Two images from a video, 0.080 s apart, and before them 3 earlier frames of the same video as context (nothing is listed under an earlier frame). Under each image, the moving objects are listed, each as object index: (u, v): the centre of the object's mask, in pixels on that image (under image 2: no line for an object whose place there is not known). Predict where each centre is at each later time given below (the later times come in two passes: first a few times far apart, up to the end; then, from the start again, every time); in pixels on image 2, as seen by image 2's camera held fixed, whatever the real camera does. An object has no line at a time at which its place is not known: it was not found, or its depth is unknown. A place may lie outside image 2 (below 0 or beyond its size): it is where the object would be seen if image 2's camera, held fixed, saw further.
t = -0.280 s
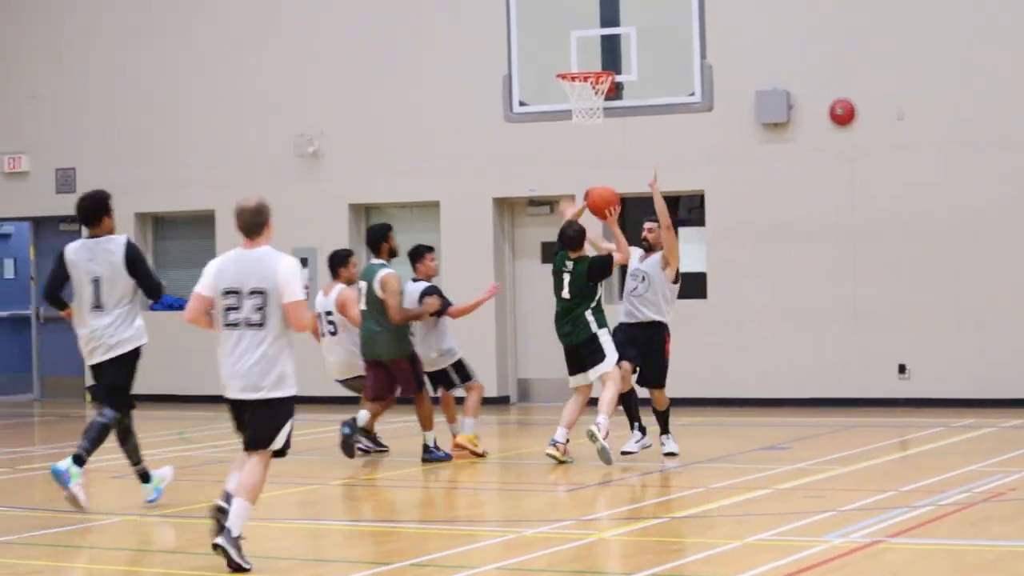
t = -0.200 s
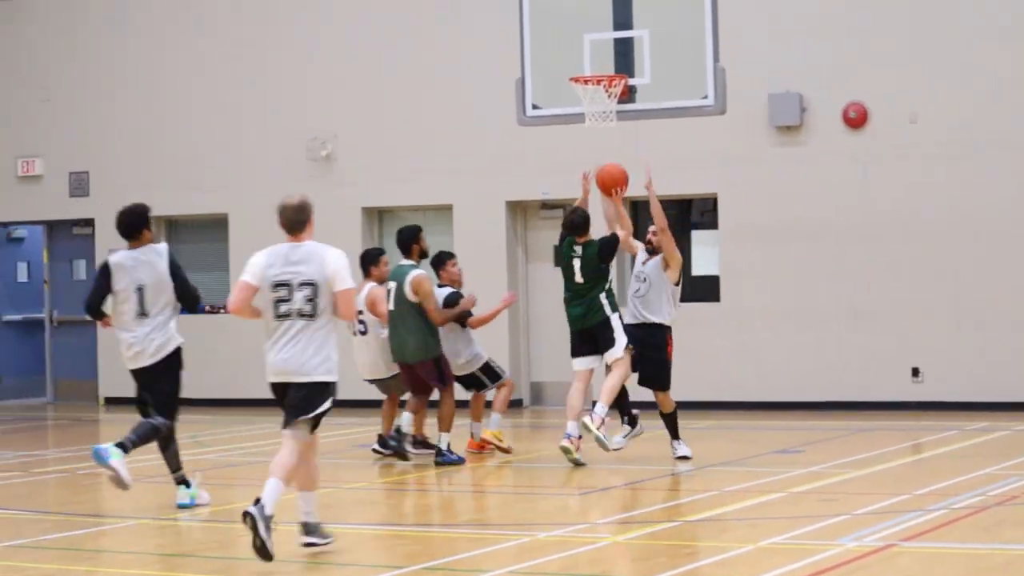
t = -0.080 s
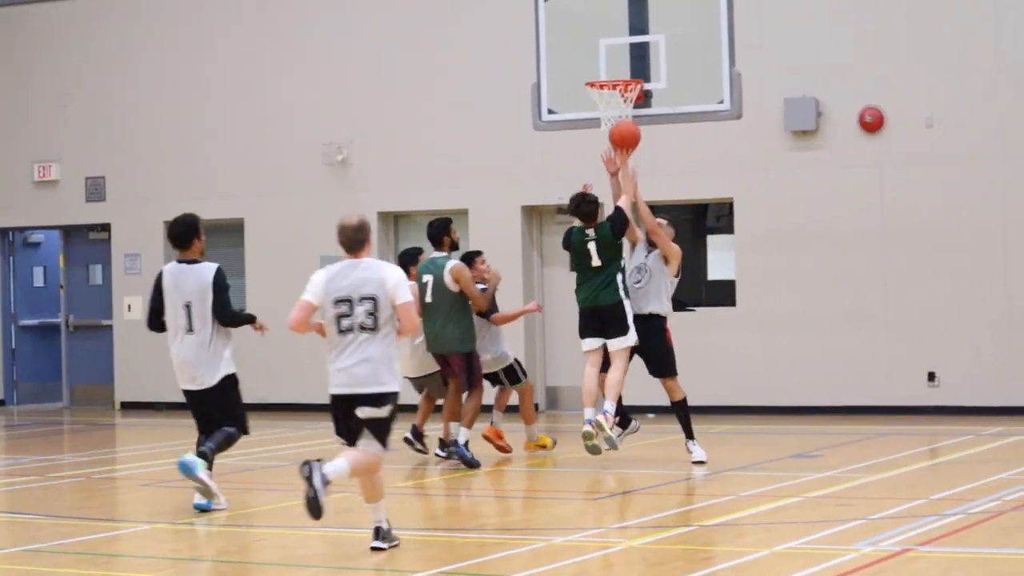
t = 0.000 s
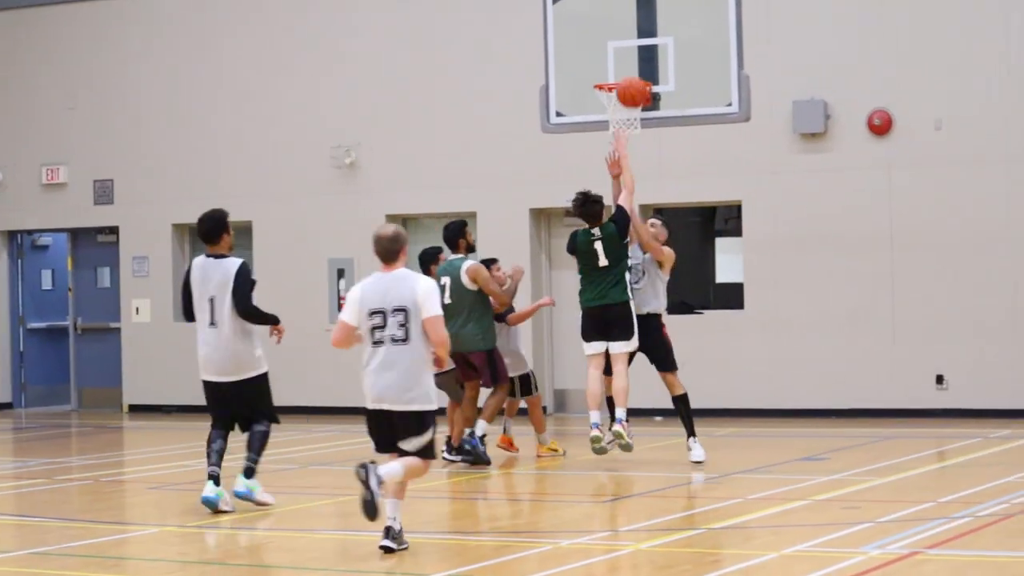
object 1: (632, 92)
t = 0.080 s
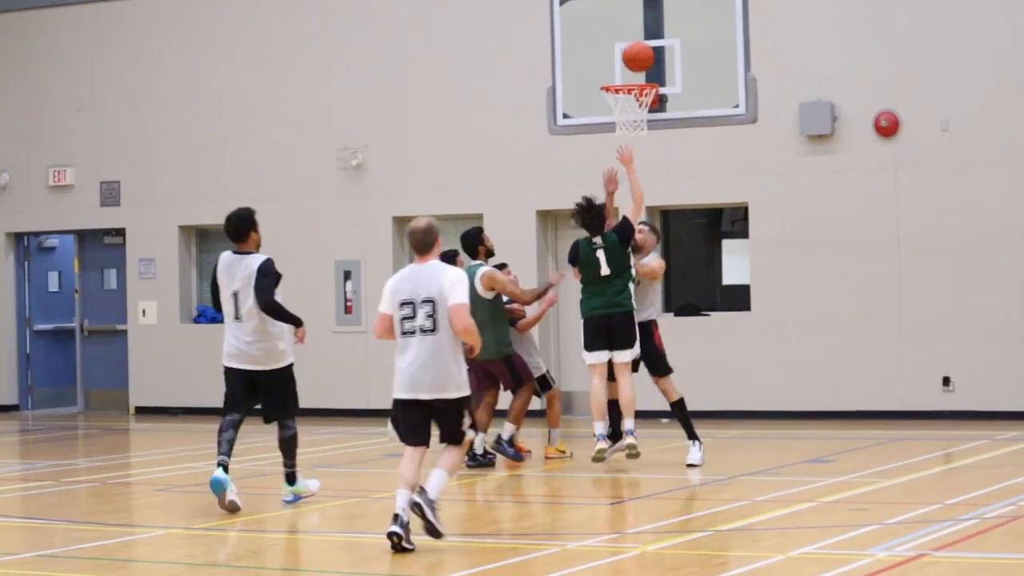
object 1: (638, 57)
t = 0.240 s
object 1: (637, 9)
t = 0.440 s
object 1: (637, 0)
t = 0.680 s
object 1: (639, 42)
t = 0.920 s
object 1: (614, 103)
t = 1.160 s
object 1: (637, 145)
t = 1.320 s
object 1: (654, 206)
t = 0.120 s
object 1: (638, 41)
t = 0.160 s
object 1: (638, 28)
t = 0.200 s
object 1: (637, 17)
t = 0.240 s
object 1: (637, 9)
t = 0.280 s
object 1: (637, 5)
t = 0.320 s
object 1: (637, 2)
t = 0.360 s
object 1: (637, 0)
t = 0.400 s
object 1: (637, 0)
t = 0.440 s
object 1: (637, 0)
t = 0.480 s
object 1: (638, 1)
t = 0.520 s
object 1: (638, 4)
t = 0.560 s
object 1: (638, 11)
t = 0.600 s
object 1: (638, 19)
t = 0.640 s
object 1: (639, 30)
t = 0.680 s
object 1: (639, 42)
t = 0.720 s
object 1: (640, 57)
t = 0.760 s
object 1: (640, 72)
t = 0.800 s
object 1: (636, 84)
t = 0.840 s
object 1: (624, 92)
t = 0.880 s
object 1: (613, 99)
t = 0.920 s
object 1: (614, 103)
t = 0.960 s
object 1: (617, 106)
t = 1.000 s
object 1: (620, 112)
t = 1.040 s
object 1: (625, 119)
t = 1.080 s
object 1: (629, 125)
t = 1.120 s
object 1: (633, 138)
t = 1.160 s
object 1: (637, 145)
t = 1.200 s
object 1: (641, 157)
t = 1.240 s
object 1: (645, 171)
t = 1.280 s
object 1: (650, 187)
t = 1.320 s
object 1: (654, 206)
